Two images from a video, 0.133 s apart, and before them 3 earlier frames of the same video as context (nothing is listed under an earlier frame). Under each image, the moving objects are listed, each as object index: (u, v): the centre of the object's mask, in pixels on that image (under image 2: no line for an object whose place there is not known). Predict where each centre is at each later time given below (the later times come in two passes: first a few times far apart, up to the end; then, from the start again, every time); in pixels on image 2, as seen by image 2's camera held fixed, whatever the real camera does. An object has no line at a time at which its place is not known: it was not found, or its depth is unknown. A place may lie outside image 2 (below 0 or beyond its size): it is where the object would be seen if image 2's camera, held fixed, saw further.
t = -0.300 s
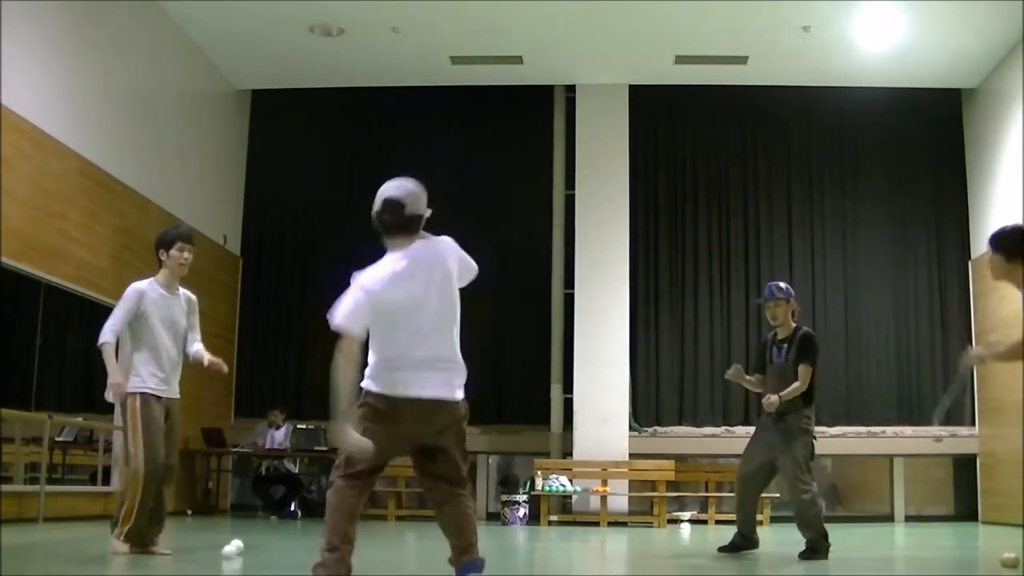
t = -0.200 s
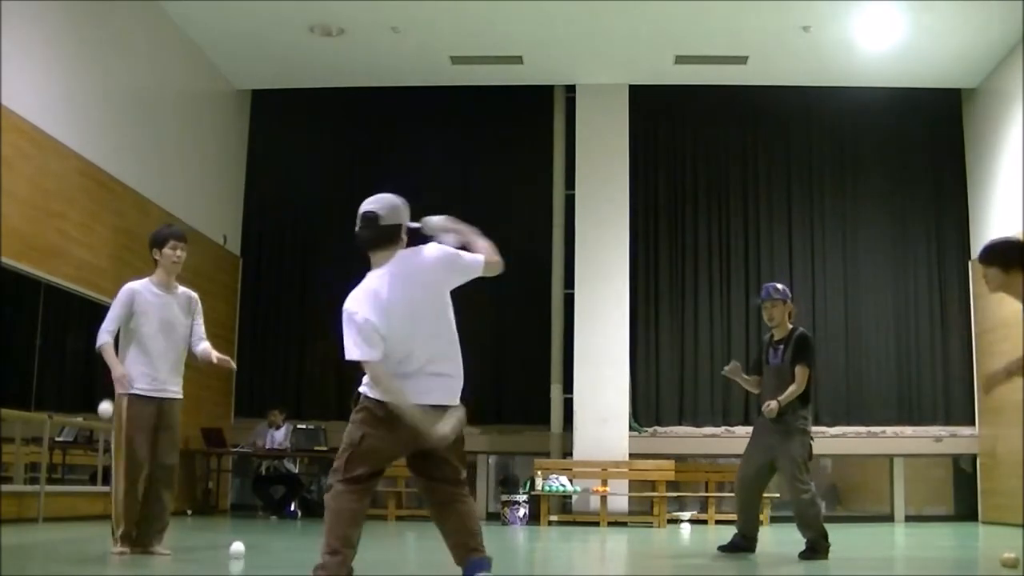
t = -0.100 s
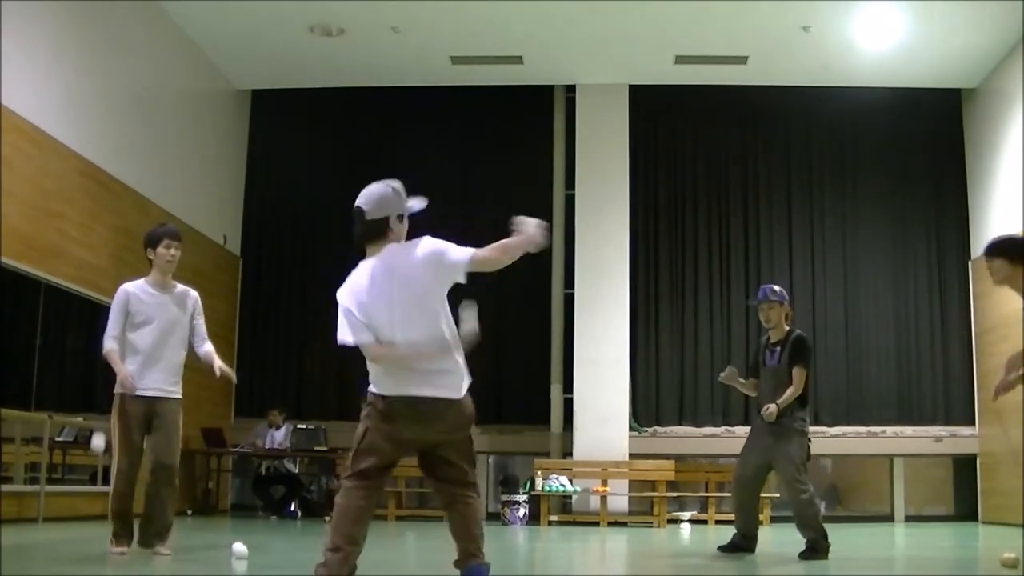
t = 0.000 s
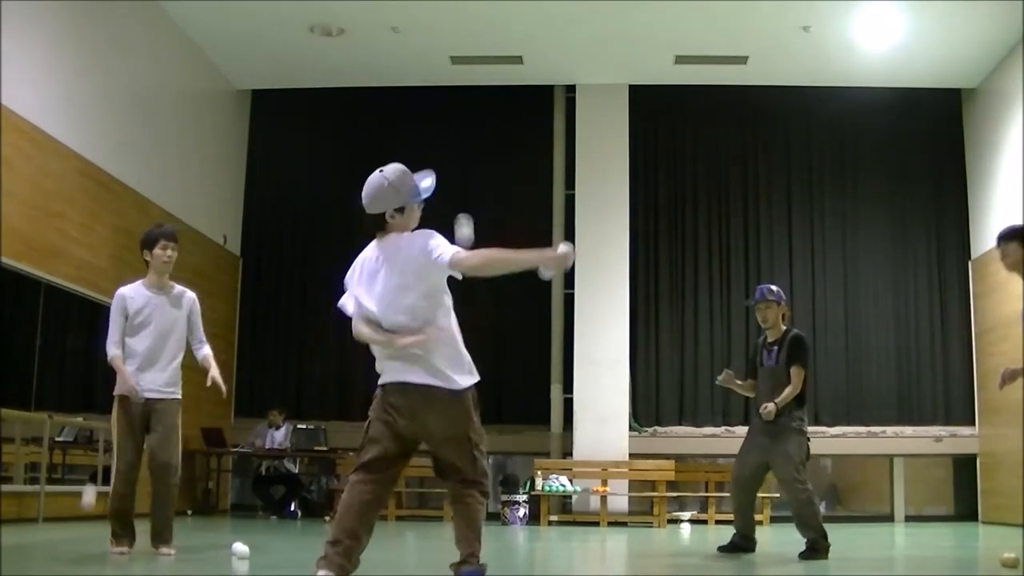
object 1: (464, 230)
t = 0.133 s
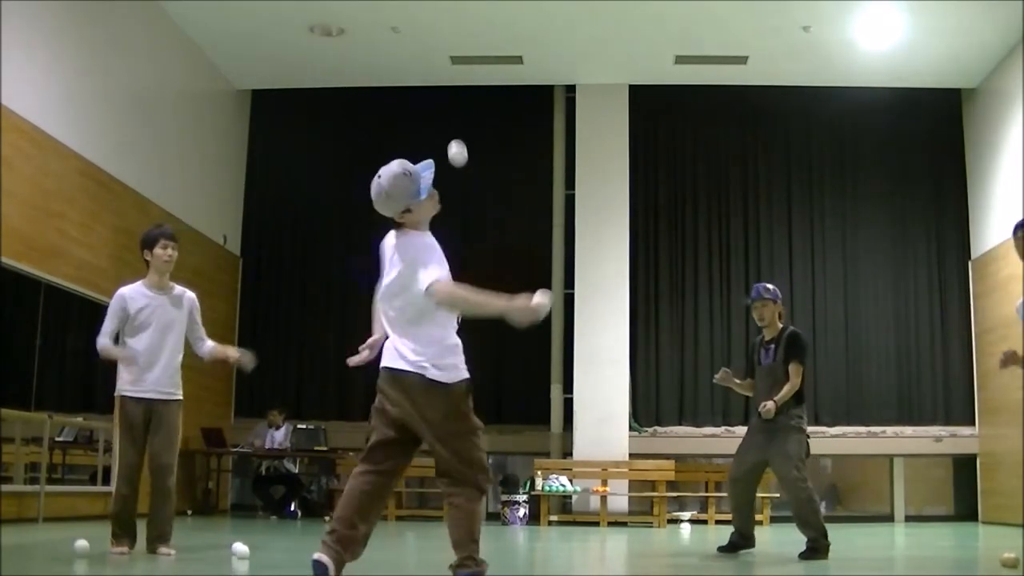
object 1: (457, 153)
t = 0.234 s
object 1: (452, 124)
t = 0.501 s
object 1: (432, 173)
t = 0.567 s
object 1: (425, 215)
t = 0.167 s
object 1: (456, 141)
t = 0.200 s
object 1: (454, 131)
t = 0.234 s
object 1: (452, 124)
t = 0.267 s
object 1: (450, 120)
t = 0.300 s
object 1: (447, 119)
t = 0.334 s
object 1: (445, 121)
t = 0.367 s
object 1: (443, 125)
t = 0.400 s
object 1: (440, 132)
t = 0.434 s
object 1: (437, 143)
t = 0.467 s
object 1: (434, 156)
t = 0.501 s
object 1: (432, 173)
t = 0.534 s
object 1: (428, 193)
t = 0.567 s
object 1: (425, 215)
